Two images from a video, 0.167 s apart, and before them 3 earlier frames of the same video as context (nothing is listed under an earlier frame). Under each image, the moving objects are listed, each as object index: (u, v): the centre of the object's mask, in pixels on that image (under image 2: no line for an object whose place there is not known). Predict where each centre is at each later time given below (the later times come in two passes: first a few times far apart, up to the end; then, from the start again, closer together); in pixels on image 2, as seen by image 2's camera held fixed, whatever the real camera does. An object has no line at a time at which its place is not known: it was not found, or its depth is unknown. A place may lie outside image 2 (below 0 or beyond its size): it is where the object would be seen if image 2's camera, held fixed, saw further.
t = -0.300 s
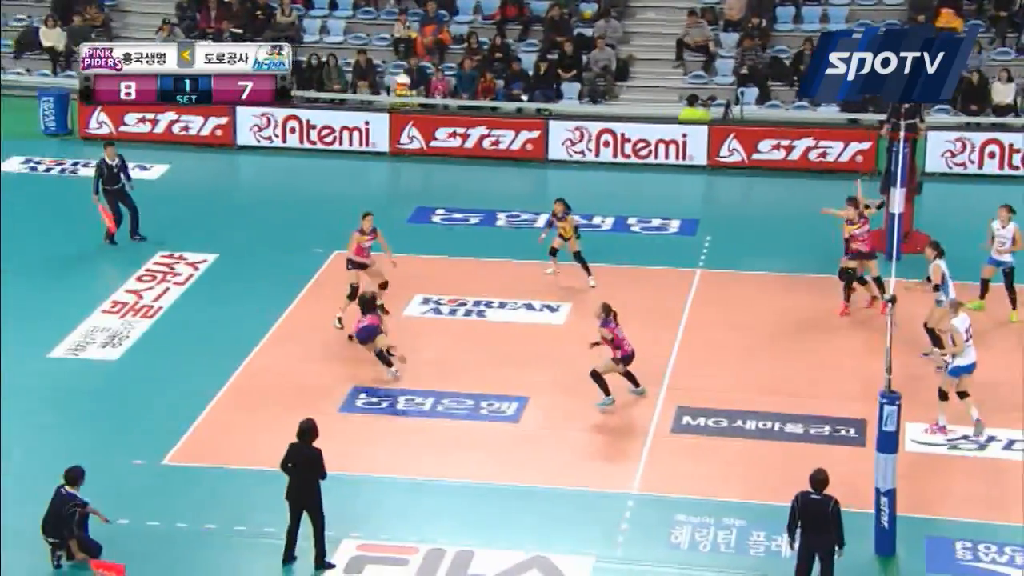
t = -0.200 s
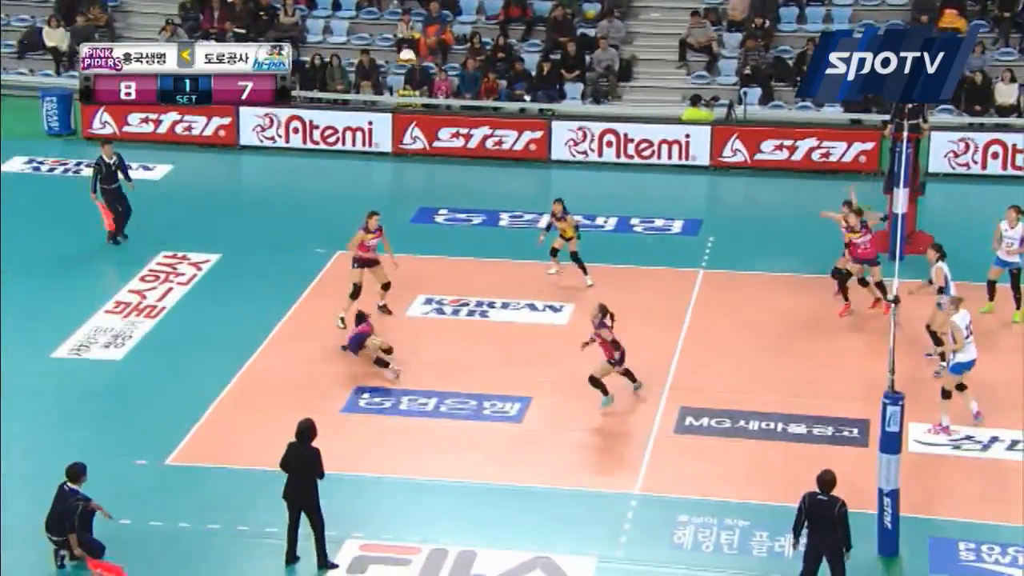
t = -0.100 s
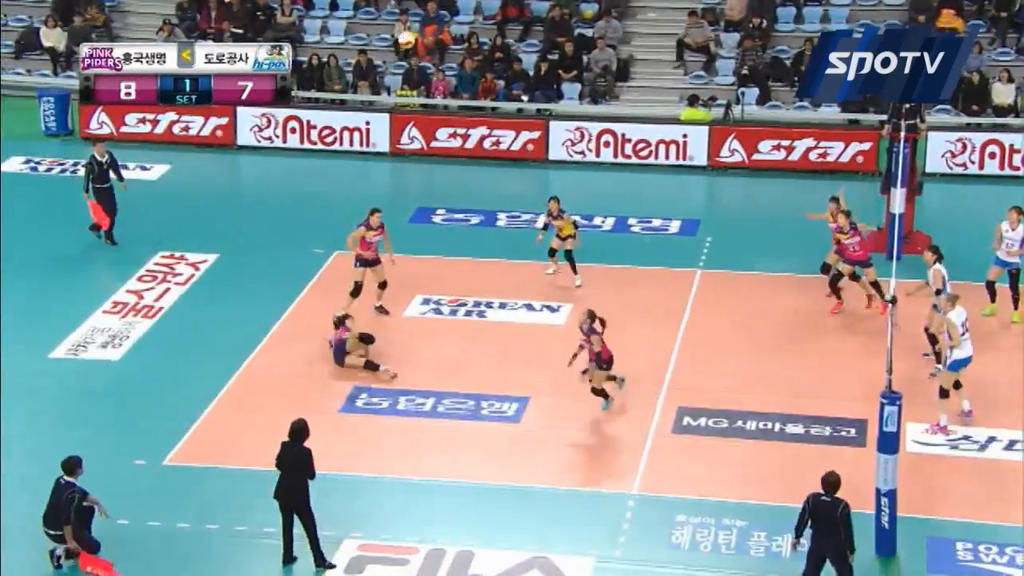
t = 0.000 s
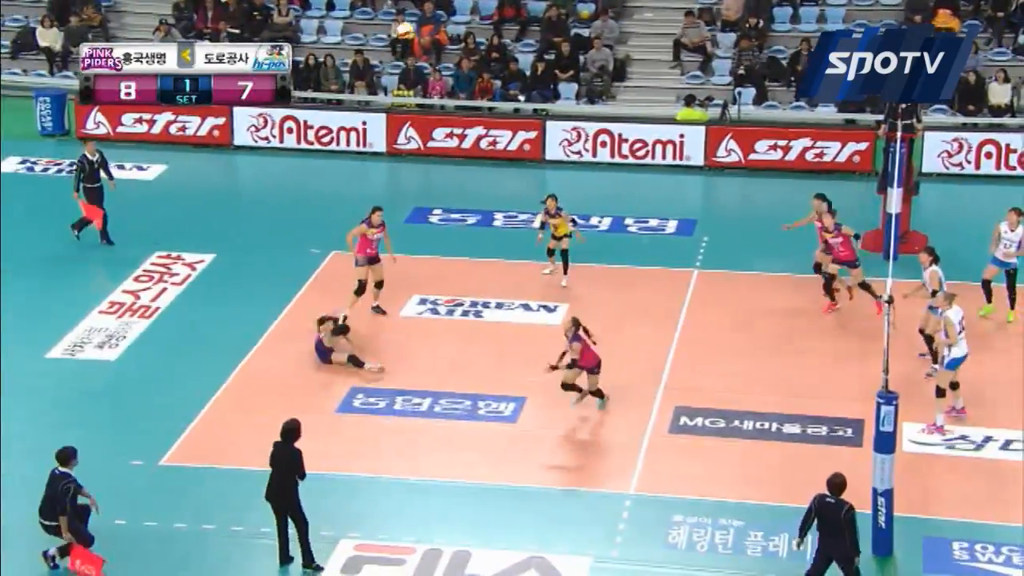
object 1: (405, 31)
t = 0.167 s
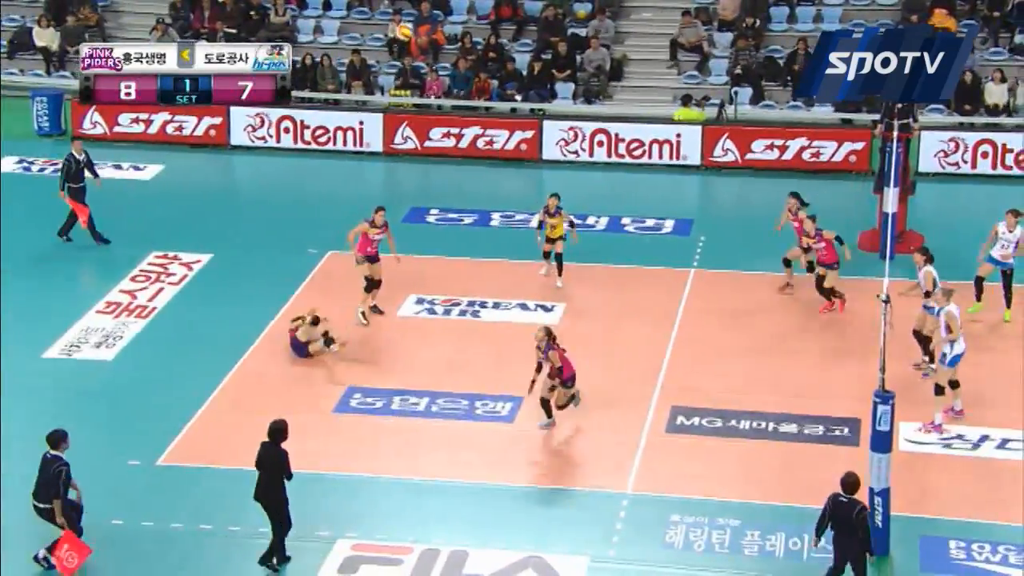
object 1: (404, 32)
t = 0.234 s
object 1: (405, 38)
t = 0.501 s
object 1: (412, 102)
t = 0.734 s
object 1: (420, 203)
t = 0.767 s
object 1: (421, 221)
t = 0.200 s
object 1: (405, 34)
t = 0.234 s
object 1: (405, 38)
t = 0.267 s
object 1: (406, 43)
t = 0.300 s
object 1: (408, 49)
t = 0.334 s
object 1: (408, 56)
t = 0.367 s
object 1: (408, 63)
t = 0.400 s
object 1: (409, 72)
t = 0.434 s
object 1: (410, 81)
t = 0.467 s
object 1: (411, 91)
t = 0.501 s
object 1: (412, 102)
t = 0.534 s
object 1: (413, 114)
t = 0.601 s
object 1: (416, 140)
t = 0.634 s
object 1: (416, 155)
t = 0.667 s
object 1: (417, 170)
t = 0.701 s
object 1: (418, 186)
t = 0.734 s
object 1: (420, 203)
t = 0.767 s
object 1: (421, 221)
